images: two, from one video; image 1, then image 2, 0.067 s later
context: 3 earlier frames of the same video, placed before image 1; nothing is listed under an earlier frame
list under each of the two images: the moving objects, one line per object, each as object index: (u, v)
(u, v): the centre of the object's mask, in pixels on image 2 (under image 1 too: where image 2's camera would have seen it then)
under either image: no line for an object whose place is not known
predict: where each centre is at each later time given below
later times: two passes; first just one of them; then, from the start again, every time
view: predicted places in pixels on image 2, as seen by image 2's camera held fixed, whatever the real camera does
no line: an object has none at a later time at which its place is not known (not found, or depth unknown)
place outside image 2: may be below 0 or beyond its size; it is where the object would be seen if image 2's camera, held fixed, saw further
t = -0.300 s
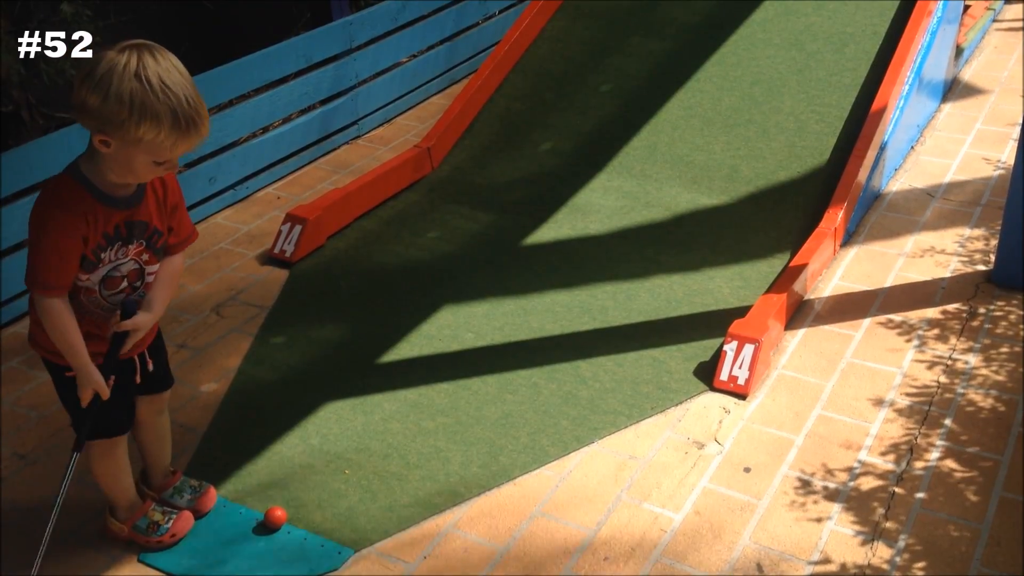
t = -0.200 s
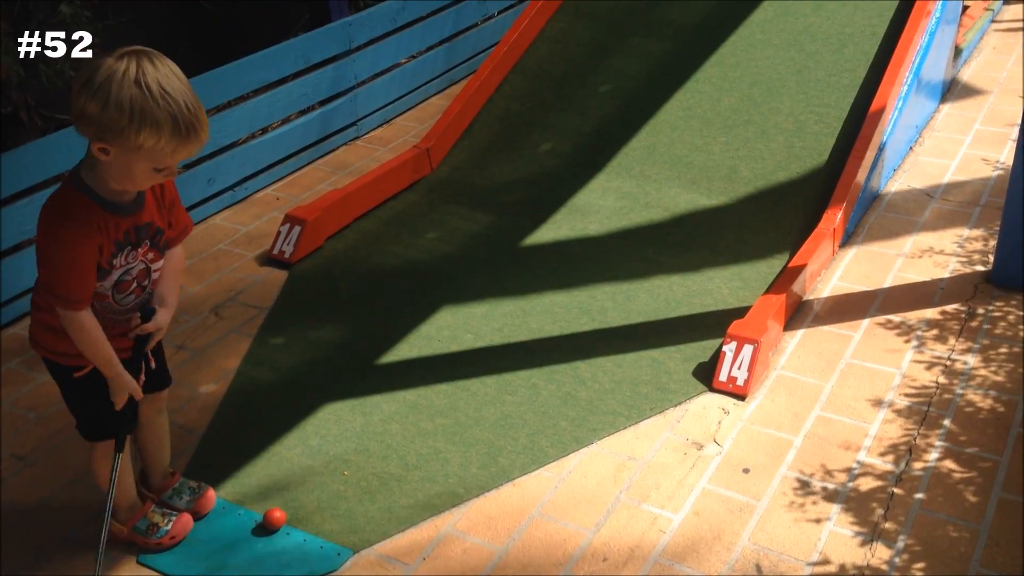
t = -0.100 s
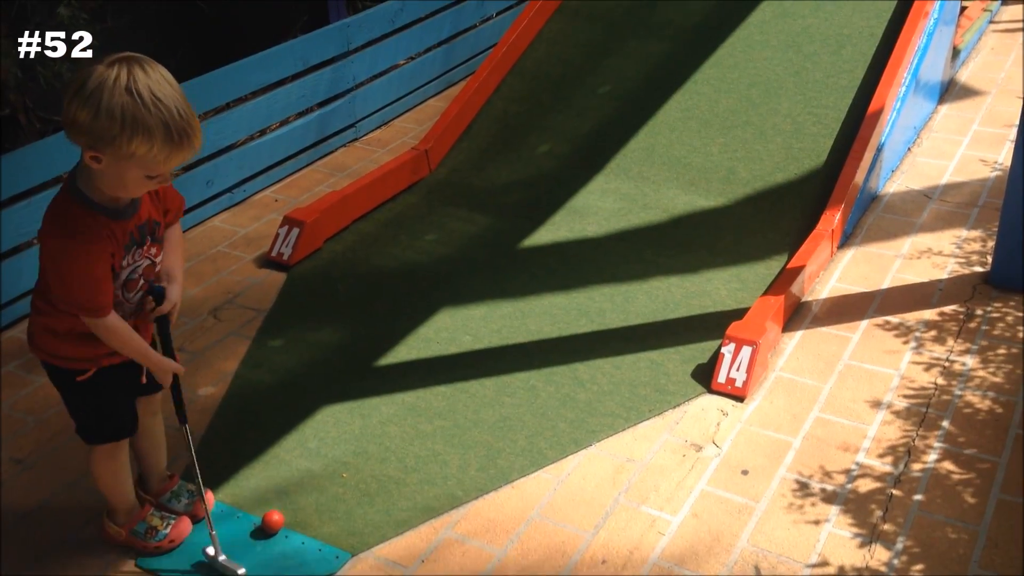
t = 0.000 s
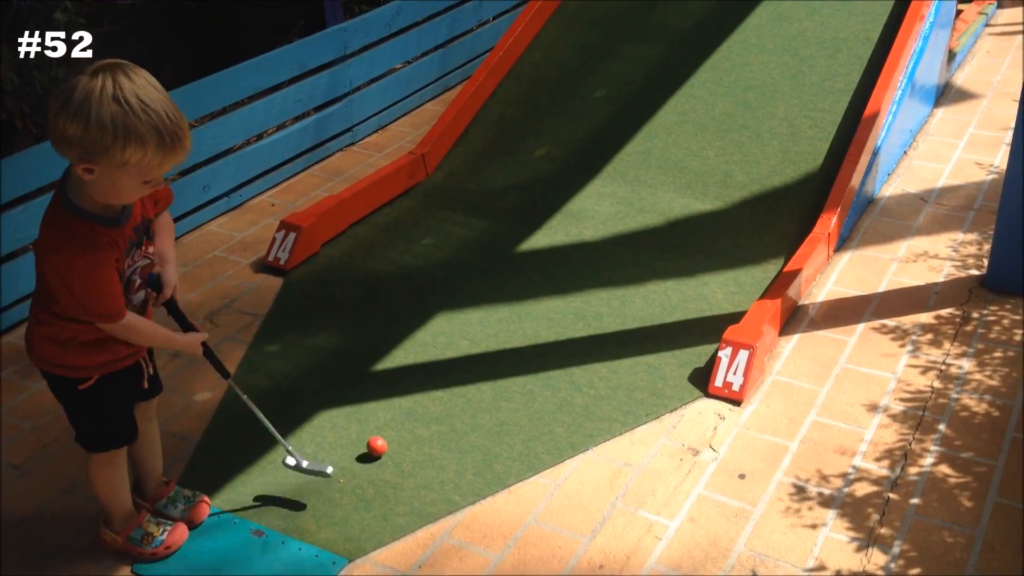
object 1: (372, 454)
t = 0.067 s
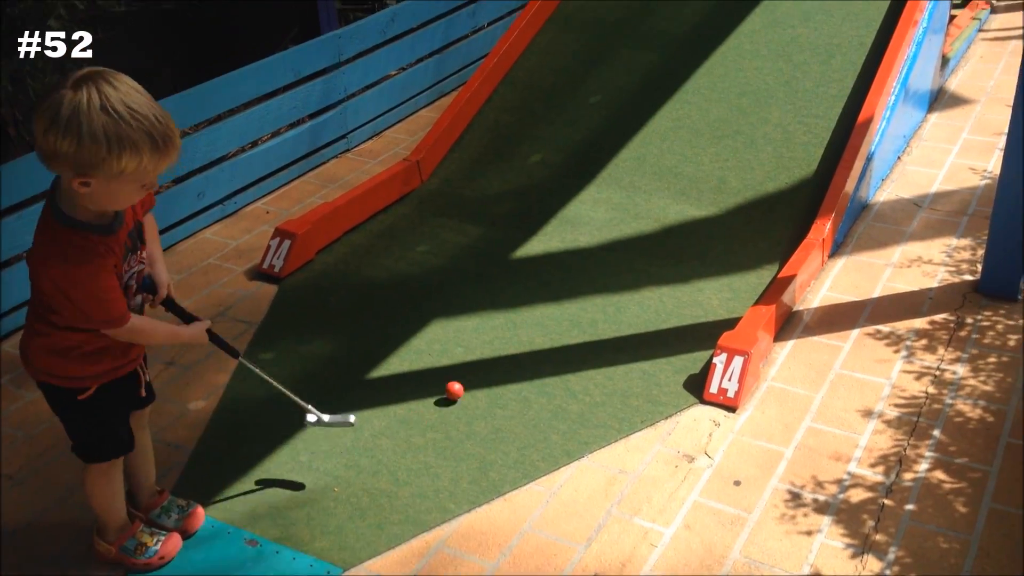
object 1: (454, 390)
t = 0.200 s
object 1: (580, 296)
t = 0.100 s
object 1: (491, 365)
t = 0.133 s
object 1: (523, 338)
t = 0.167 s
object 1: (553, 318)
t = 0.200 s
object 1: (580, 296)
